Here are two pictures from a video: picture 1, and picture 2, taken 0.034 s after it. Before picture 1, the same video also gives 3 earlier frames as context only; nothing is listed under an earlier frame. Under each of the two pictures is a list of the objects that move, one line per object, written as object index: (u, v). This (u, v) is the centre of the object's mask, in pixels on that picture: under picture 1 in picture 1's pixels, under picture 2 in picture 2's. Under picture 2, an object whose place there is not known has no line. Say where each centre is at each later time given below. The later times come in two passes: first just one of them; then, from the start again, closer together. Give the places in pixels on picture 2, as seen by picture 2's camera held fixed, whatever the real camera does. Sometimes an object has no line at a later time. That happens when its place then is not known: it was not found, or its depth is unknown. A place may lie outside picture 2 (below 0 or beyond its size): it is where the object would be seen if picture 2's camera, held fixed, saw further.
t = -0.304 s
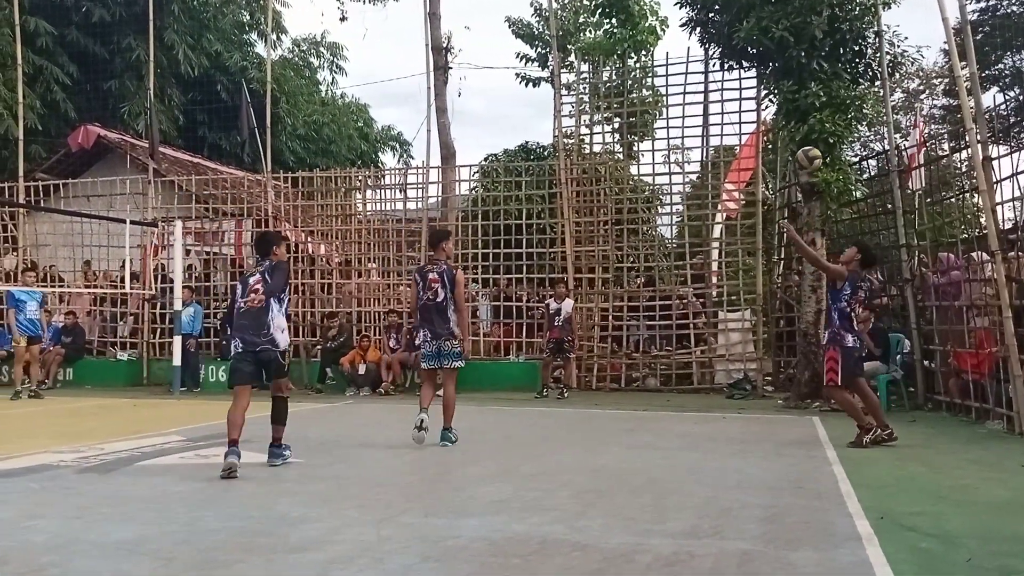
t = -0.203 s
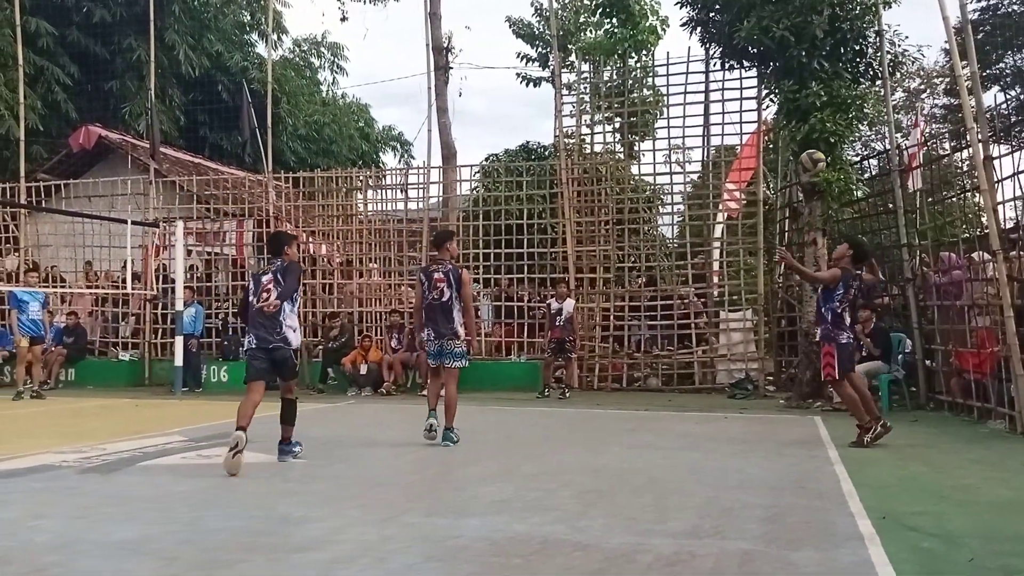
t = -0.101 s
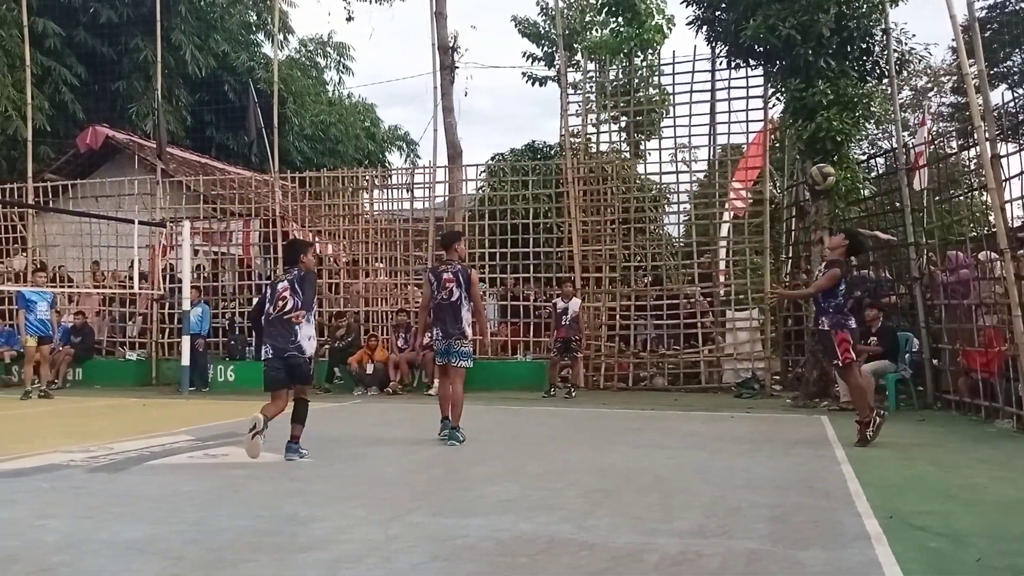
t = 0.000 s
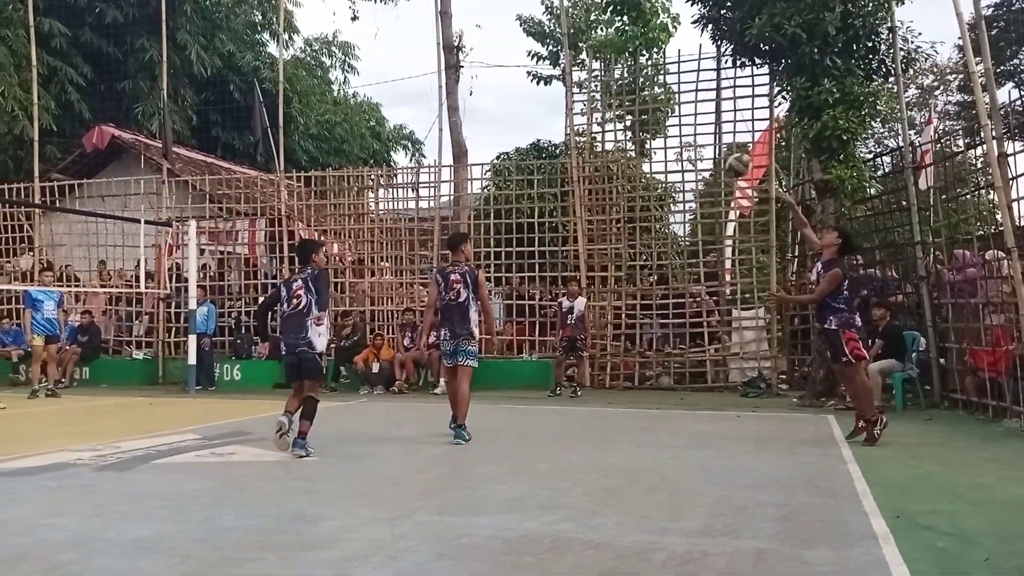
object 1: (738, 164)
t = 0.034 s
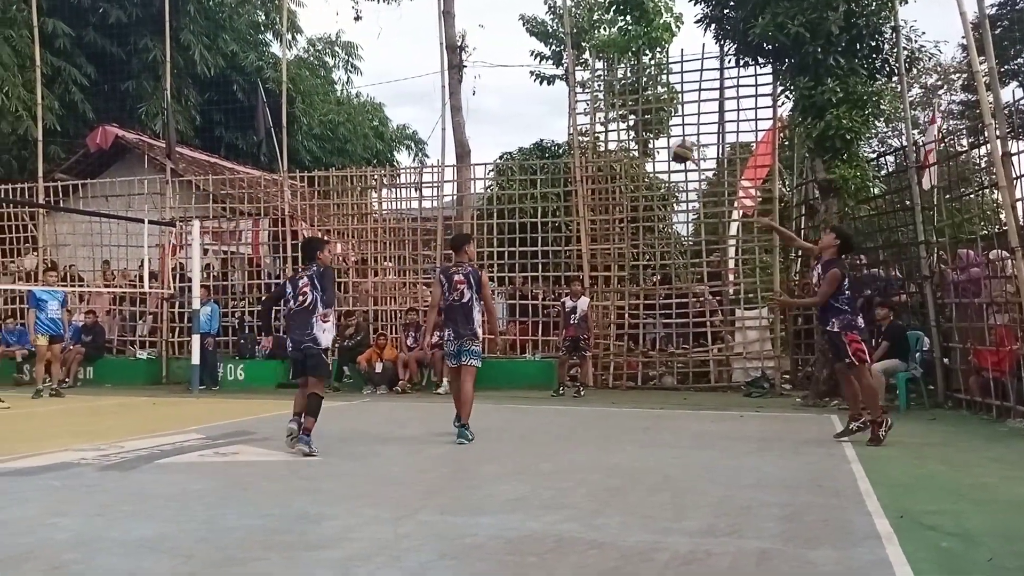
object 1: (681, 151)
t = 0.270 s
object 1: (302, 93)
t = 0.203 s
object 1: (402, 104)
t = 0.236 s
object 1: (354, 98)
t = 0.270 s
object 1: (302, 93)
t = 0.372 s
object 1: (155, 88)
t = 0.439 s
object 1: (70, 92)
